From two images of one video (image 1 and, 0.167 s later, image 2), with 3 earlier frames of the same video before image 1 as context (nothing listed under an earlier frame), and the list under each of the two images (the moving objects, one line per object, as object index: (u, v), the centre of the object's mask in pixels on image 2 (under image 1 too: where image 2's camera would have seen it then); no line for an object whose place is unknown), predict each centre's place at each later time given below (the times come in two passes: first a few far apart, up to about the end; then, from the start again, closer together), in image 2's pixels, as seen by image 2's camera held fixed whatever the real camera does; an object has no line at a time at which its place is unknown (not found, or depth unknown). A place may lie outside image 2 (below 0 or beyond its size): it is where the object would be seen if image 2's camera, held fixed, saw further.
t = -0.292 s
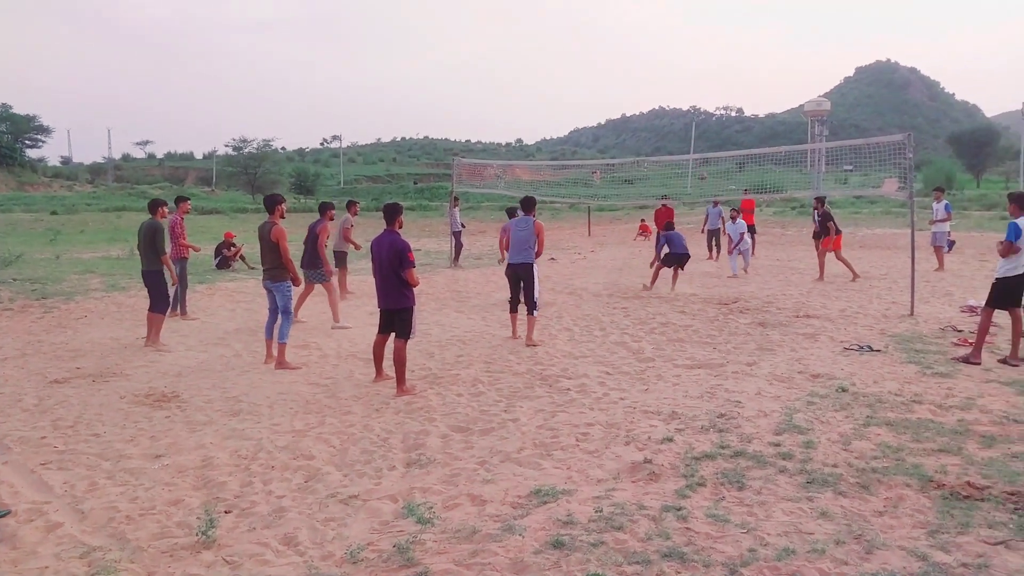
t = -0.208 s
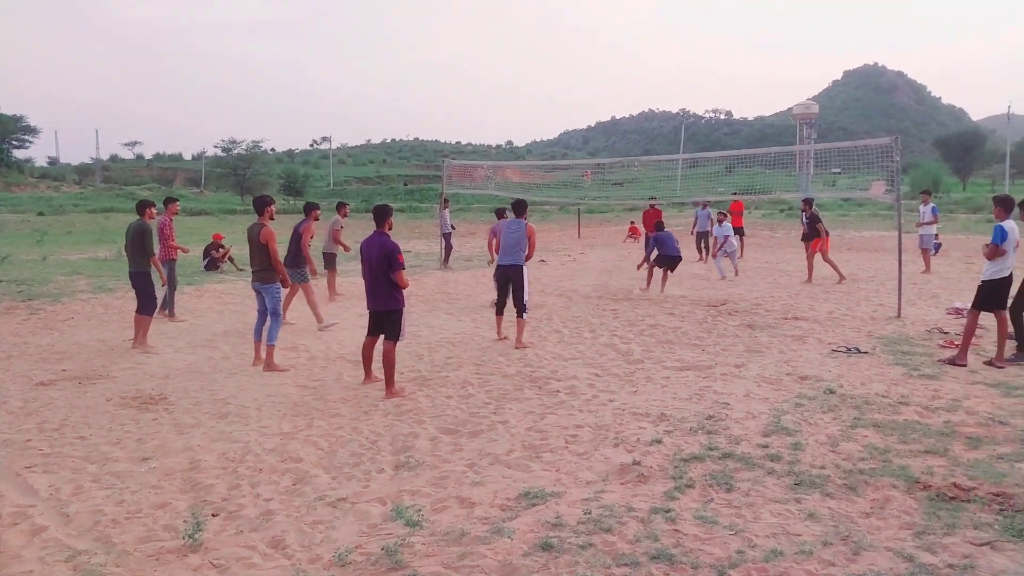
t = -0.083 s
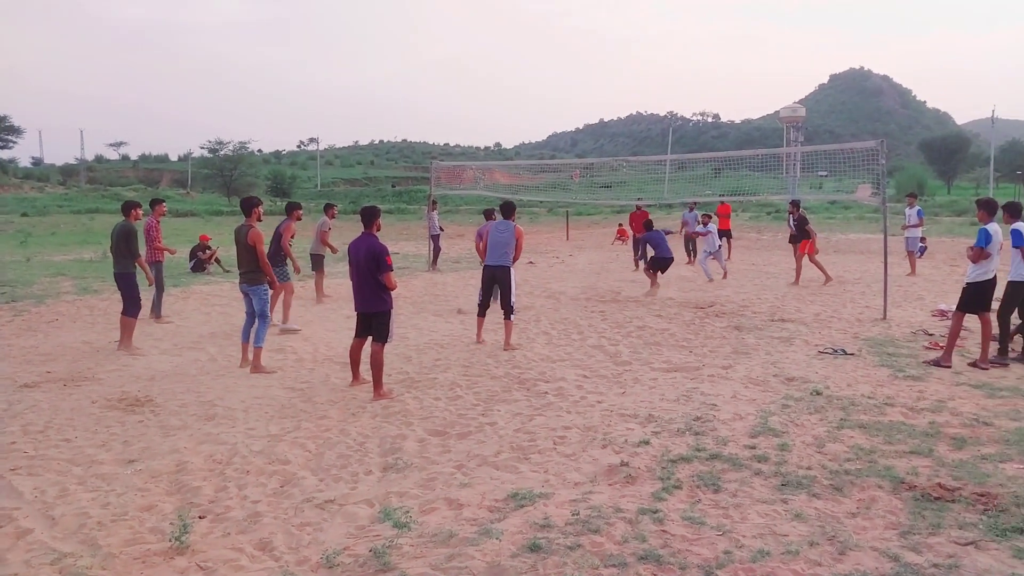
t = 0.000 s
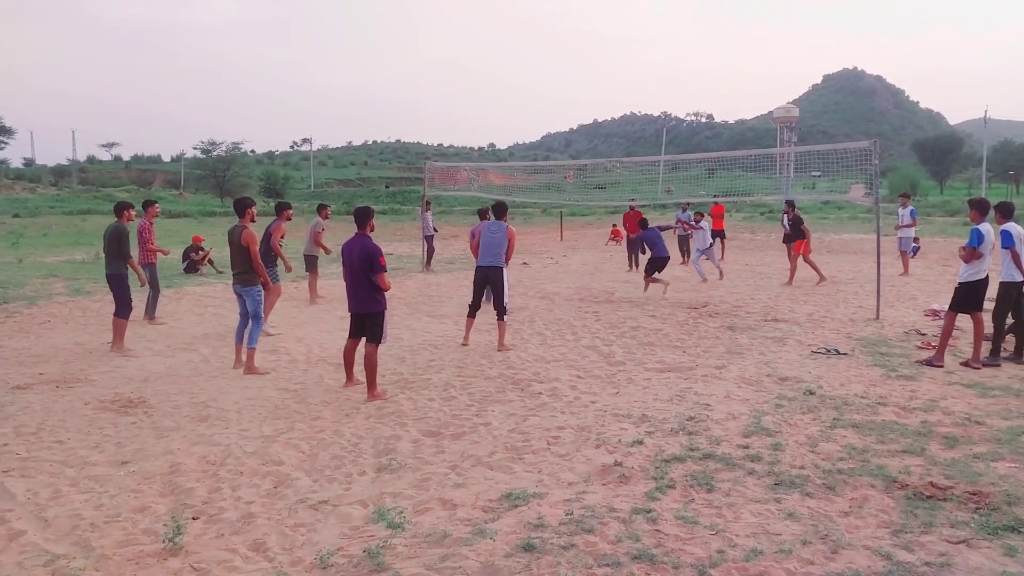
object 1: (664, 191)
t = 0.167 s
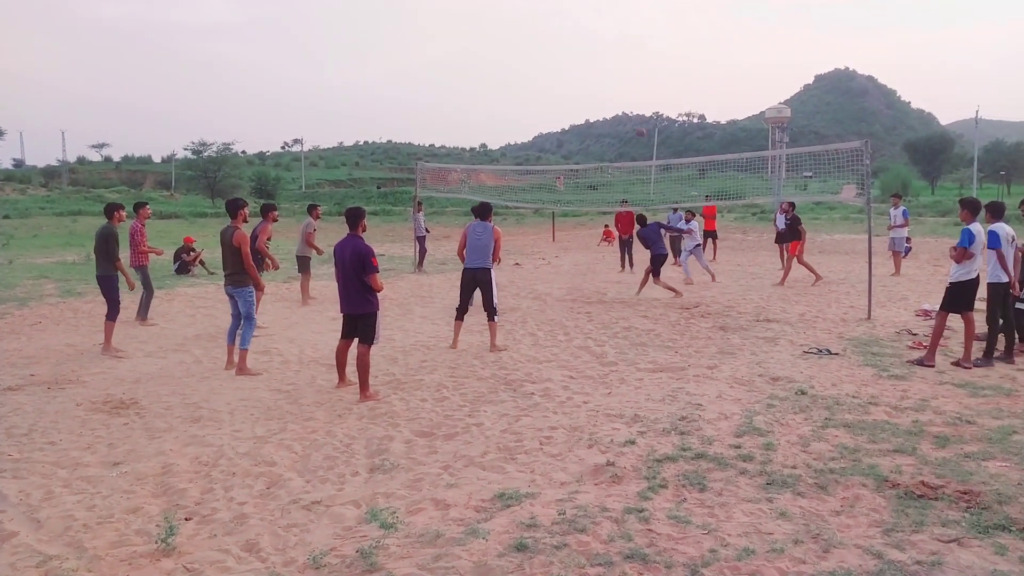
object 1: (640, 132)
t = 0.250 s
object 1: (627, 106)
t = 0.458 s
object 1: (593, 52)
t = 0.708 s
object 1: (550, 15)
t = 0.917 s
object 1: (510, 15)
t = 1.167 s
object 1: (453, 62)
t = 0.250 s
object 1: (627, 106)
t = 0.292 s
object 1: (620, 94)
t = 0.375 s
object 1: (606, 71)
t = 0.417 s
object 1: (600, 61)
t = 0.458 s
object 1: (593, 52)
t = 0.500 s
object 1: (586, 43)
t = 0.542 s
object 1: (578, 35)
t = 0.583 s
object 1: (570, 28)
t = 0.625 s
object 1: (563, 23)
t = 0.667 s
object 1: (557, 18)
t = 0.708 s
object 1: (550, 15)
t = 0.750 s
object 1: (543, 12)
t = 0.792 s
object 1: (535, 12)
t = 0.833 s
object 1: (526, 12)
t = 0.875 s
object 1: (518, 13)
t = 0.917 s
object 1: (510, 15)
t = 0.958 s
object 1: (500, 19)
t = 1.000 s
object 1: (491, 24)
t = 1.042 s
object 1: (482, 31)
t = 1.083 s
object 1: (472, 39)
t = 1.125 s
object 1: (463, 49)
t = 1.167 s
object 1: (453, 62)
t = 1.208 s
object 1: (444, 75)
